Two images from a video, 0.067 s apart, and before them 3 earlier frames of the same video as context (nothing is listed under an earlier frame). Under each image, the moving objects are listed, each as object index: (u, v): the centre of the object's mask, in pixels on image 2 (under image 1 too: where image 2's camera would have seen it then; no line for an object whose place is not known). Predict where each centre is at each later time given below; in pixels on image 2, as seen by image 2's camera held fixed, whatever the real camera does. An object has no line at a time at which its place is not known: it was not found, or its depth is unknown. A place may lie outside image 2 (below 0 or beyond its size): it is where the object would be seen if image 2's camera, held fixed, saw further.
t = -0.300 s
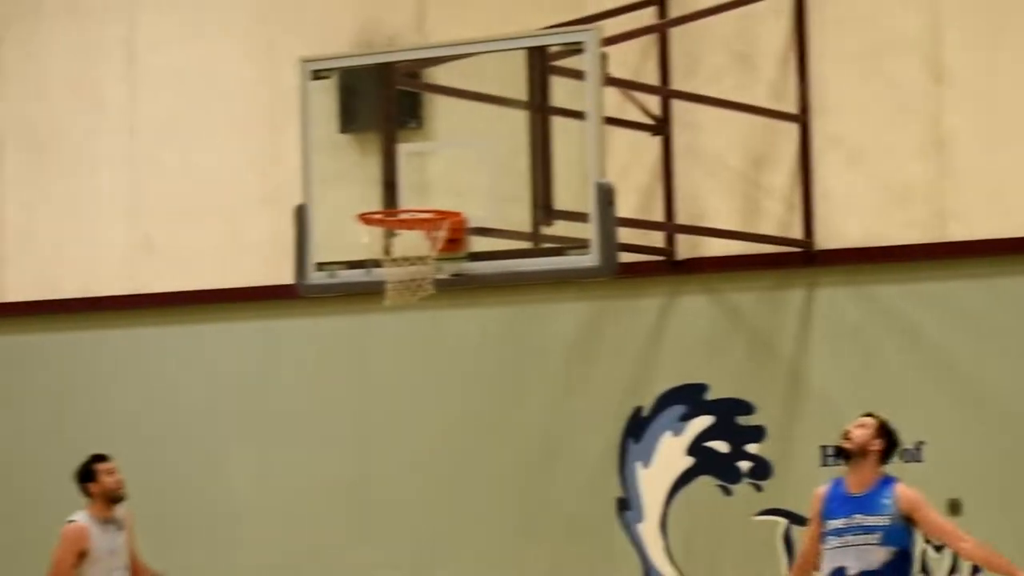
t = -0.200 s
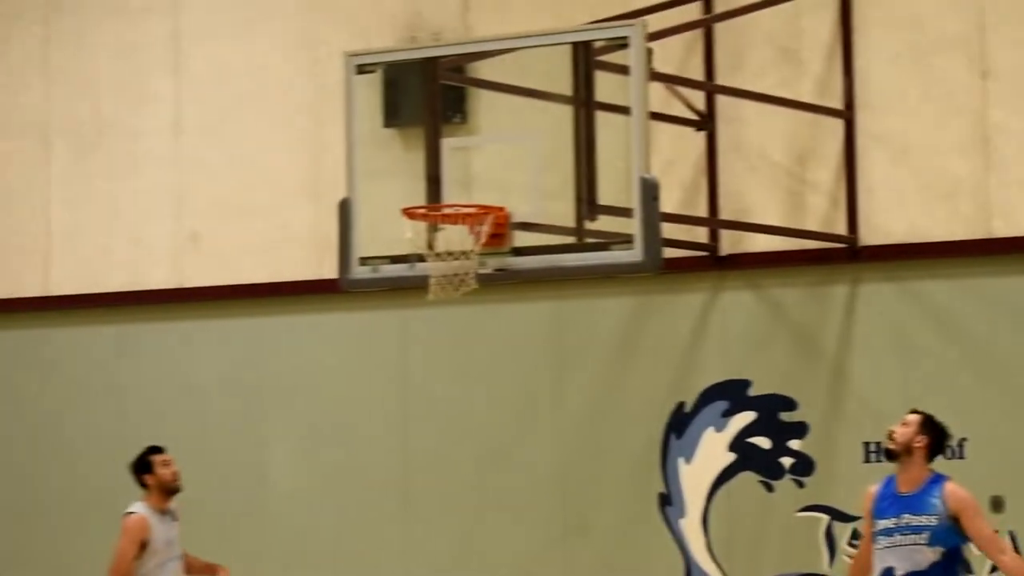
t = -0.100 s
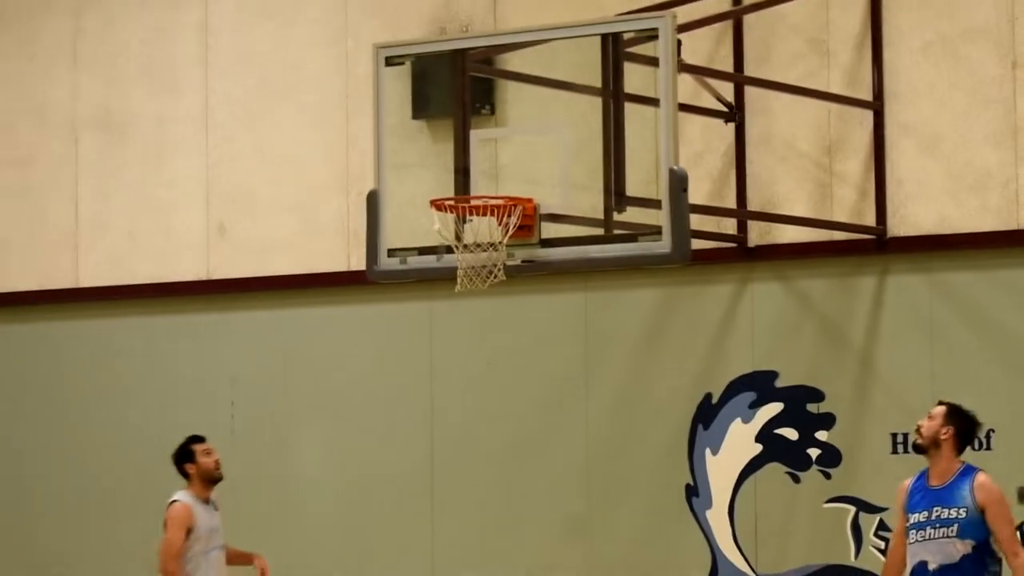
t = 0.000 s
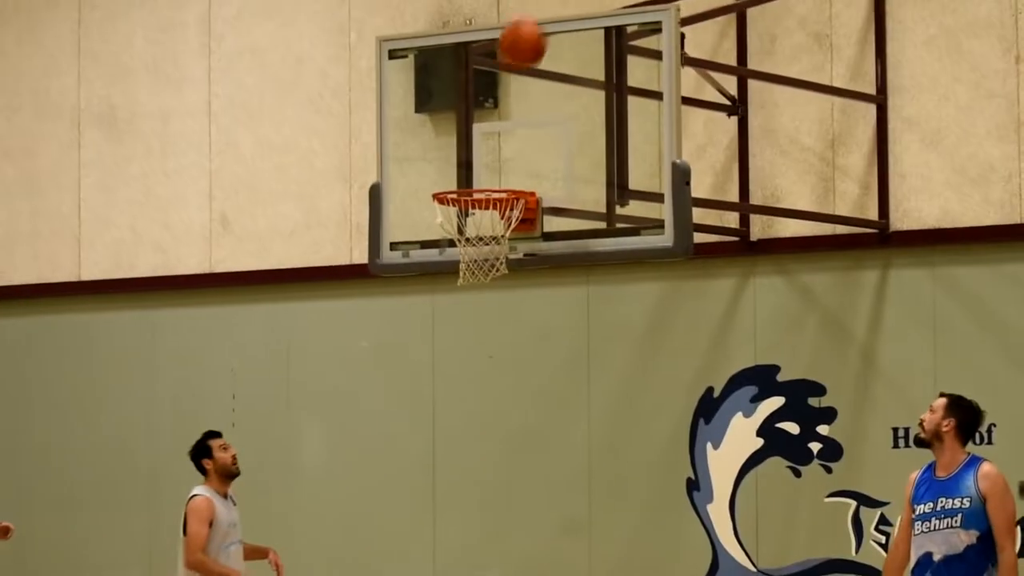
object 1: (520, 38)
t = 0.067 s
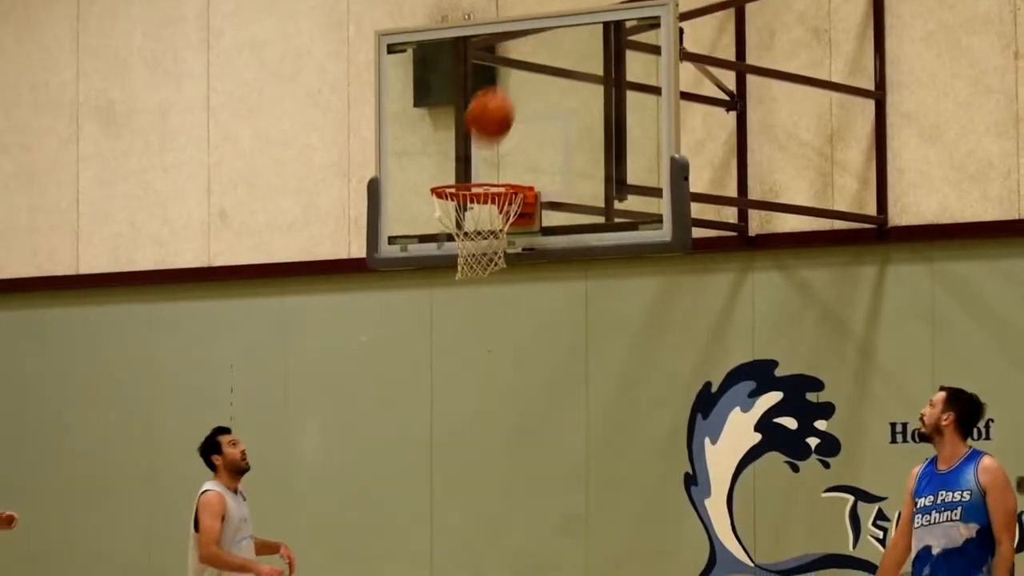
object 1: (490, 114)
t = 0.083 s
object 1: (482, 135)
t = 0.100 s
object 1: (475, 156)
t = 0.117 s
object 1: (468, 171)
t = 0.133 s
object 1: (458, 202)
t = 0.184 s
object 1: (446, 237)
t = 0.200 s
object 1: (444, 244)
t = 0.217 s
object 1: (444, 251)
